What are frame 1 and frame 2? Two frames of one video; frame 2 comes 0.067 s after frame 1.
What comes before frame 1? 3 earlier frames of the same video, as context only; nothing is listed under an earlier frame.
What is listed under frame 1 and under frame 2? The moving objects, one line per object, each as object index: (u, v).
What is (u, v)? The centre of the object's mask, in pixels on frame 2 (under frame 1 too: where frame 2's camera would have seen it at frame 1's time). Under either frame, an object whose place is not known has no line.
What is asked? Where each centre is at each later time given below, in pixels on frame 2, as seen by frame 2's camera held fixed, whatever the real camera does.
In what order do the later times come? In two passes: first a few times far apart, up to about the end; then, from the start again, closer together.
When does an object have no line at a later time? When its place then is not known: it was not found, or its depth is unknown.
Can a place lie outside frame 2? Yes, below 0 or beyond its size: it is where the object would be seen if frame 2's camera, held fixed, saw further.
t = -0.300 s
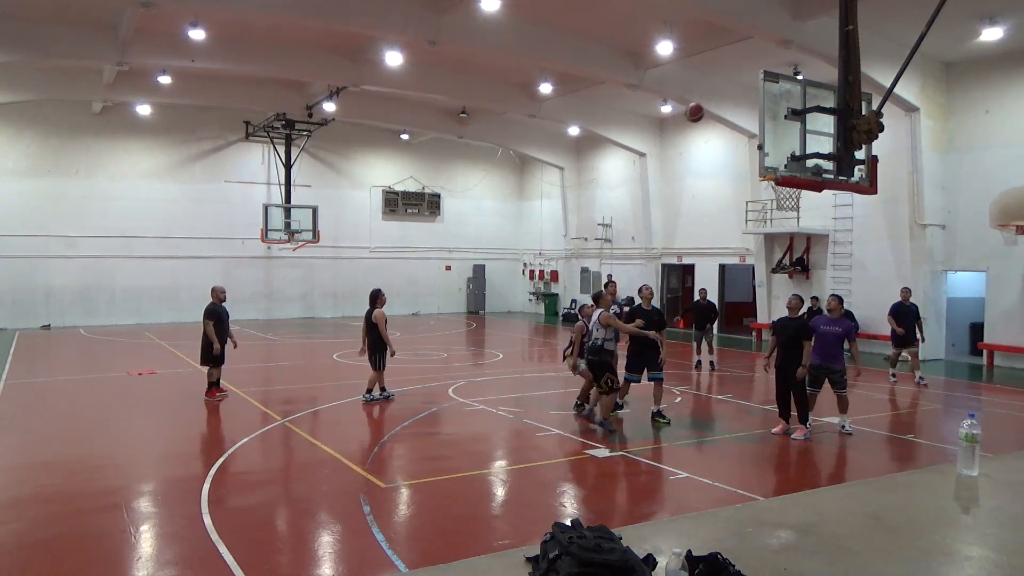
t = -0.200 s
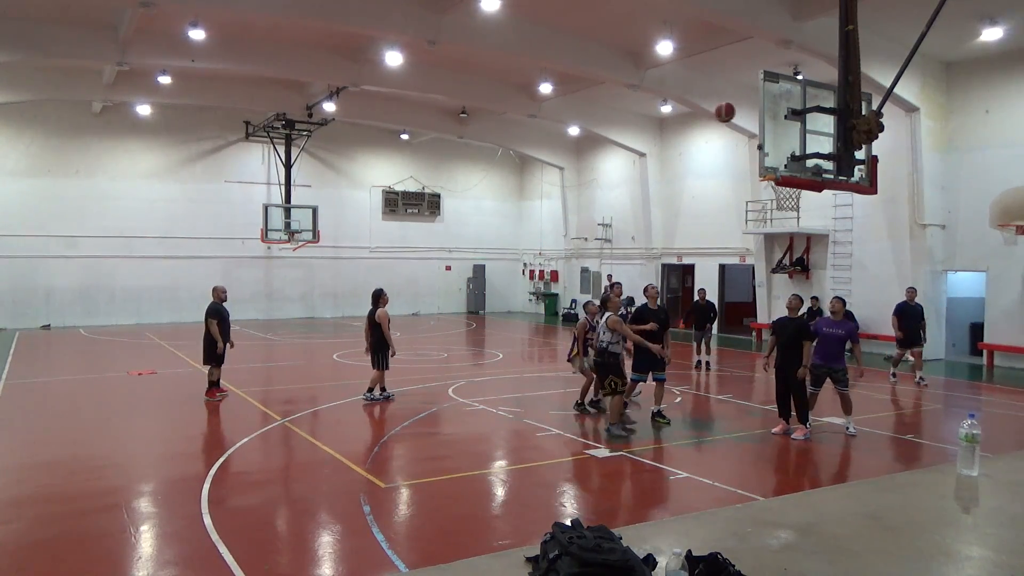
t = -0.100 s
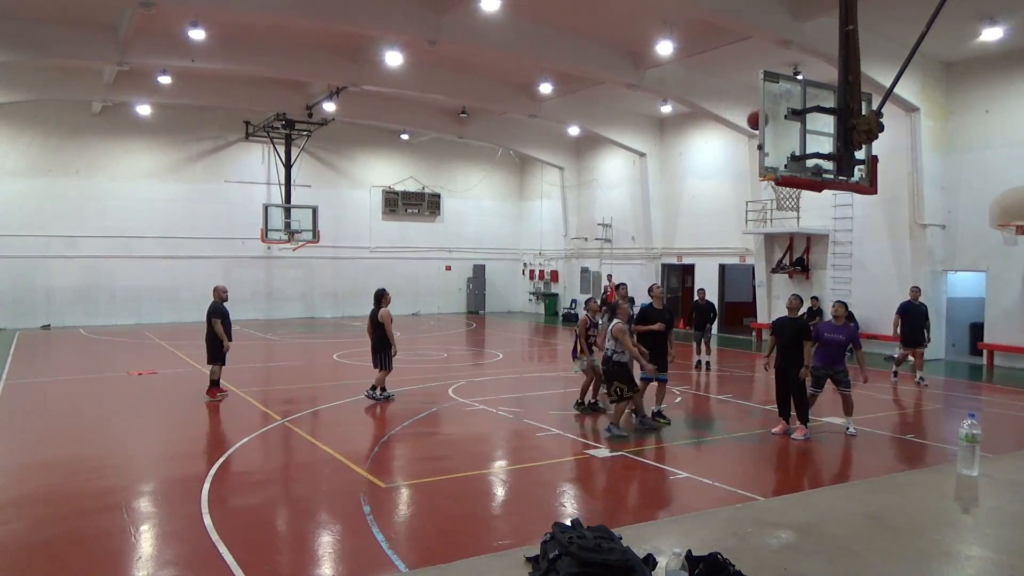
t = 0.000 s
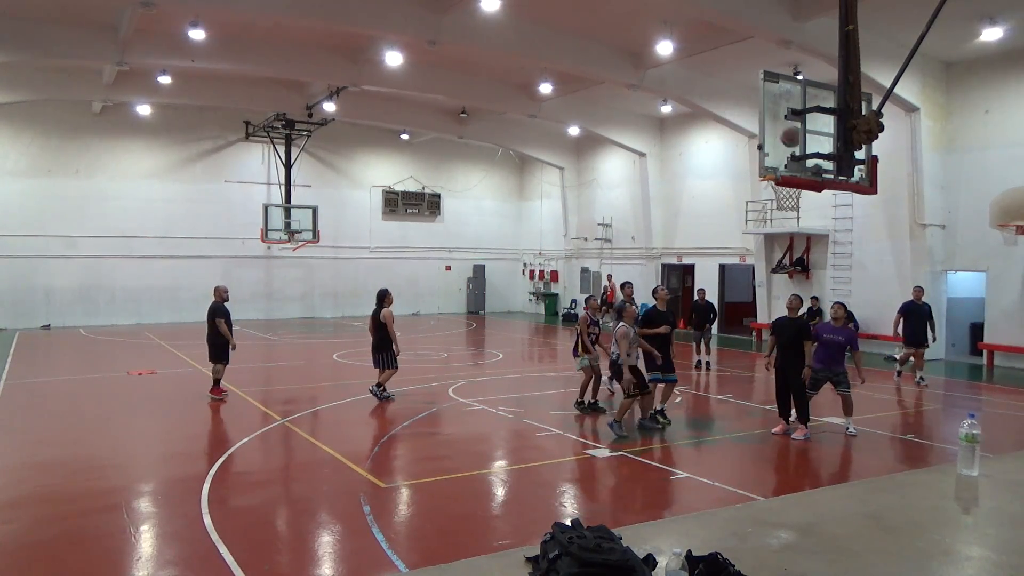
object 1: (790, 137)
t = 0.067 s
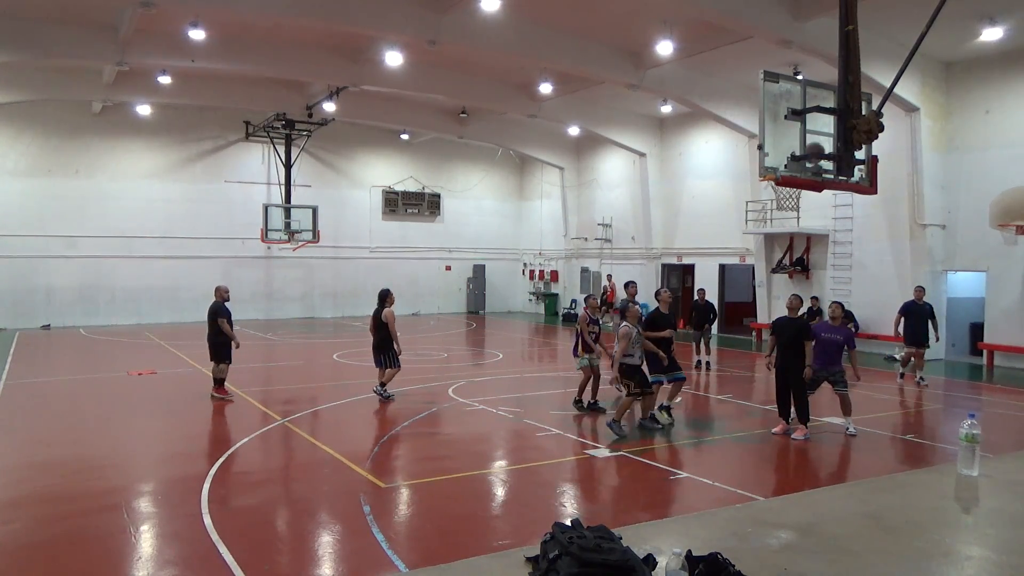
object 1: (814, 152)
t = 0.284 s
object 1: (775, 162)
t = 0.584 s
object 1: (759, 153)
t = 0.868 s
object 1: (750, 218)
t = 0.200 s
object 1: (781, 165)
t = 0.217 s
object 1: (779, 164)
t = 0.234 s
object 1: (778, 163)
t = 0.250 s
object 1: (775, 164)
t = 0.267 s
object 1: (776, 162)
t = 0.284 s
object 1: (775, 162)
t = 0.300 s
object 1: (775, 160)
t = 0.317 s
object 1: (774, 158)
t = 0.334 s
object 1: (774, 155)
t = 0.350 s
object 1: (773, 154)
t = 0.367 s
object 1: (772, 153)
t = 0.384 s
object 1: (772, 152)
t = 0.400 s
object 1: (771, 151)
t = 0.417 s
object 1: (768, 150)
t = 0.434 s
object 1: (768, 149)
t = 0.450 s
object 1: (767, 148)
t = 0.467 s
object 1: (767, 148)
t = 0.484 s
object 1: (766, 148)
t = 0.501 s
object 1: (766, 148)
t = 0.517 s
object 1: (765, 148)
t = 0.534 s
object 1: (765, 149)
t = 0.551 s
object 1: (765, 150)
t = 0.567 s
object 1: (761, 149)
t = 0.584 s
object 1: (759, 153)
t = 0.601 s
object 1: (759, 154)
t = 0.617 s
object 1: (758, 155)
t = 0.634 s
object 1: (758, 158)
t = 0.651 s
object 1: (753, 162)
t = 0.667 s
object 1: (753, 164)
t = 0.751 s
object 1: (754, 182)
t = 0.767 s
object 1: (754, 186)
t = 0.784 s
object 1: (754, 190)
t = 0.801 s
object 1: (753, 195)
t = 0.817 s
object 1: (752, 200)
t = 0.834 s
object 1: (752, 206)
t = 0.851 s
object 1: (751, 211)
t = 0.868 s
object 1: (750, 218)
